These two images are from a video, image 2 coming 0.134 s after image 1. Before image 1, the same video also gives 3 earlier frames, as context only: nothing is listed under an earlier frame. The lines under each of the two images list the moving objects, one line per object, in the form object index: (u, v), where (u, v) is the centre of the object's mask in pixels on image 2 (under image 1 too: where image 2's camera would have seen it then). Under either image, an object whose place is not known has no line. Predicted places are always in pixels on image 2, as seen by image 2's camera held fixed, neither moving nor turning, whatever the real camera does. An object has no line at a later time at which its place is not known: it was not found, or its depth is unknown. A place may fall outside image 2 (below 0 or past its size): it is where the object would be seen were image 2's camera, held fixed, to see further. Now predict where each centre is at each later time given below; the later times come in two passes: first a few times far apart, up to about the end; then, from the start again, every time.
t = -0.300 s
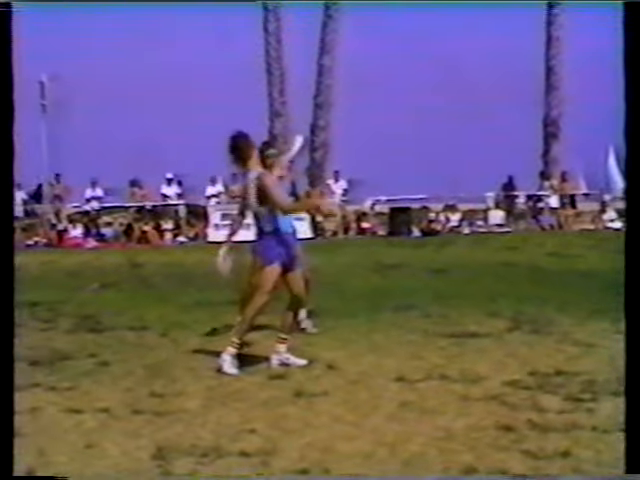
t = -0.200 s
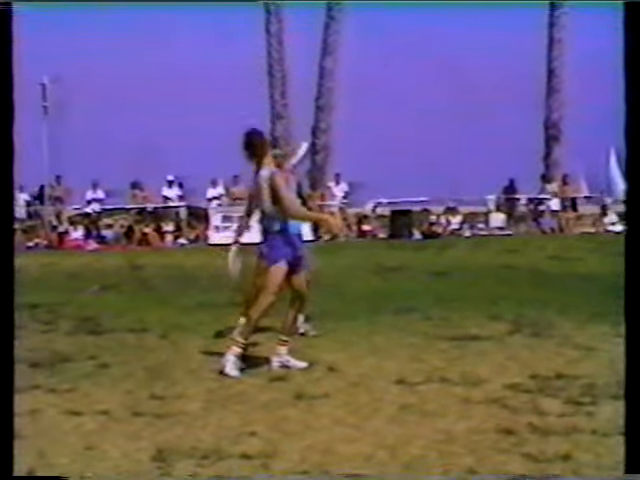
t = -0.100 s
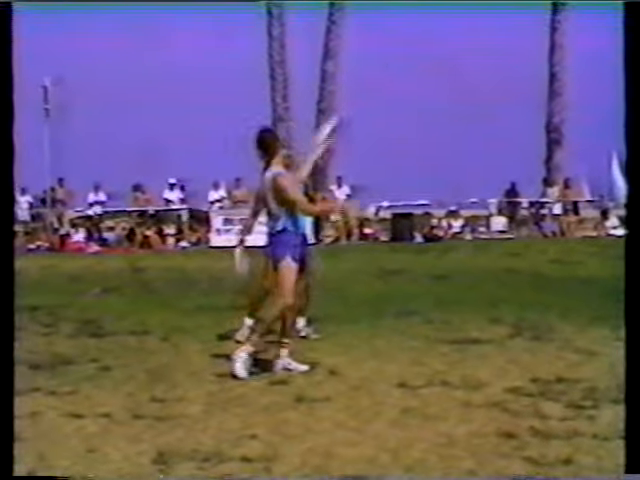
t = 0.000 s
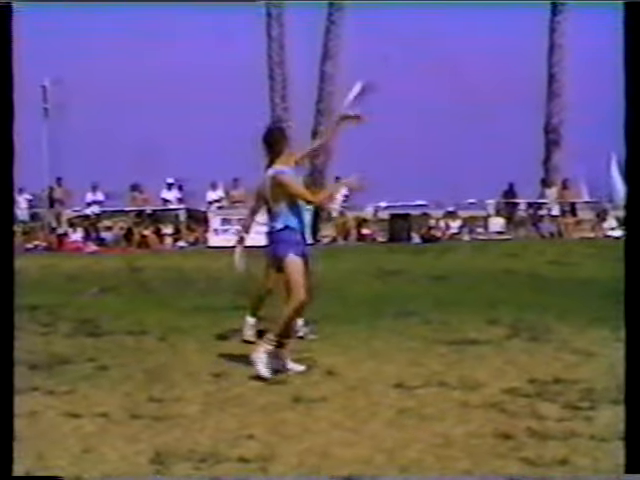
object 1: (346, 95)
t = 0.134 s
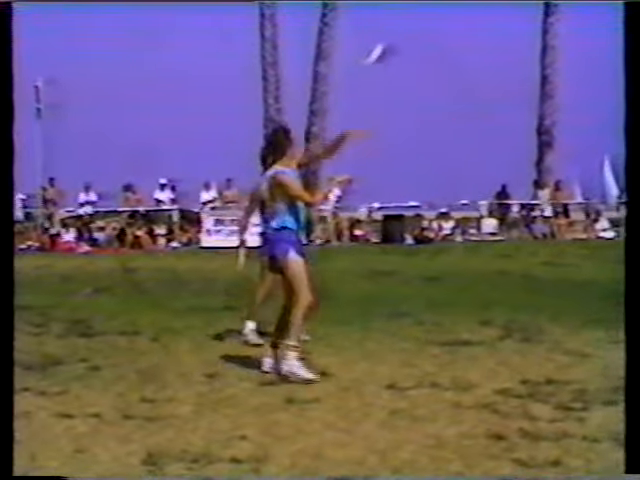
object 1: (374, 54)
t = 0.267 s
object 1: (391, 32)
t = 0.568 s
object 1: (407, 25)
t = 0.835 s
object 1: (397, 74)
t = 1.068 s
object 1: (370, 163)
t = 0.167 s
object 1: (380, 47)
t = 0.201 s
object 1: (384, 42)
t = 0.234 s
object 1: (388, 36)
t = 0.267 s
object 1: (391, 32)
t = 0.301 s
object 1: (395, 27)
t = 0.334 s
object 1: (397, 25)
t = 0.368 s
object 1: (399, 24)
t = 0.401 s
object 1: (402, 21)
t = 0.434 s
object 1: (403, 21)
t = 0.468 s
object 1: (405, 21)
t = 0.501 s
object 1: (406, 21)
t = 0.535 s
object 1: (407, 22)
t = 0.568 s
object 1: (407, 25)
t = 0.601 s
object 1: (407, 28)
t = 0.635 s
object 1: (407, 32)
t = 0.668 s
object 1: (405, 37)
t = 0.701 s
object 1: (404, 43)
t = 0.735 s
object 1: (403, 50)
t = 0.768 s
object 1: (401, 57)
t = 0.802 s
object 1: (401, 64)
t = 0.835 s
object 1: (397, 74)
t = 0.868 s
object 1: (396, 83)
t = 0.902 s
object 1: (394, 95)
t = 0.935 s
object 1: (387, 107)
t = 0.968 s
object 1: (383, 119)
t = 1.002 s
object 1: (380, 133)
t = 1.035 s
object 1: (375, 148)
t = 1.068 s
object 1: (370, 163)
